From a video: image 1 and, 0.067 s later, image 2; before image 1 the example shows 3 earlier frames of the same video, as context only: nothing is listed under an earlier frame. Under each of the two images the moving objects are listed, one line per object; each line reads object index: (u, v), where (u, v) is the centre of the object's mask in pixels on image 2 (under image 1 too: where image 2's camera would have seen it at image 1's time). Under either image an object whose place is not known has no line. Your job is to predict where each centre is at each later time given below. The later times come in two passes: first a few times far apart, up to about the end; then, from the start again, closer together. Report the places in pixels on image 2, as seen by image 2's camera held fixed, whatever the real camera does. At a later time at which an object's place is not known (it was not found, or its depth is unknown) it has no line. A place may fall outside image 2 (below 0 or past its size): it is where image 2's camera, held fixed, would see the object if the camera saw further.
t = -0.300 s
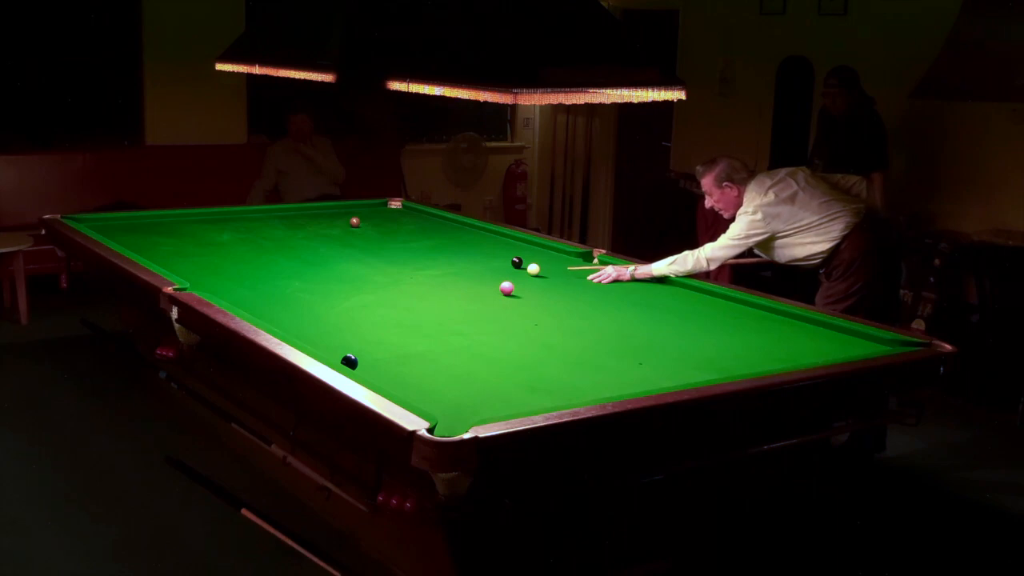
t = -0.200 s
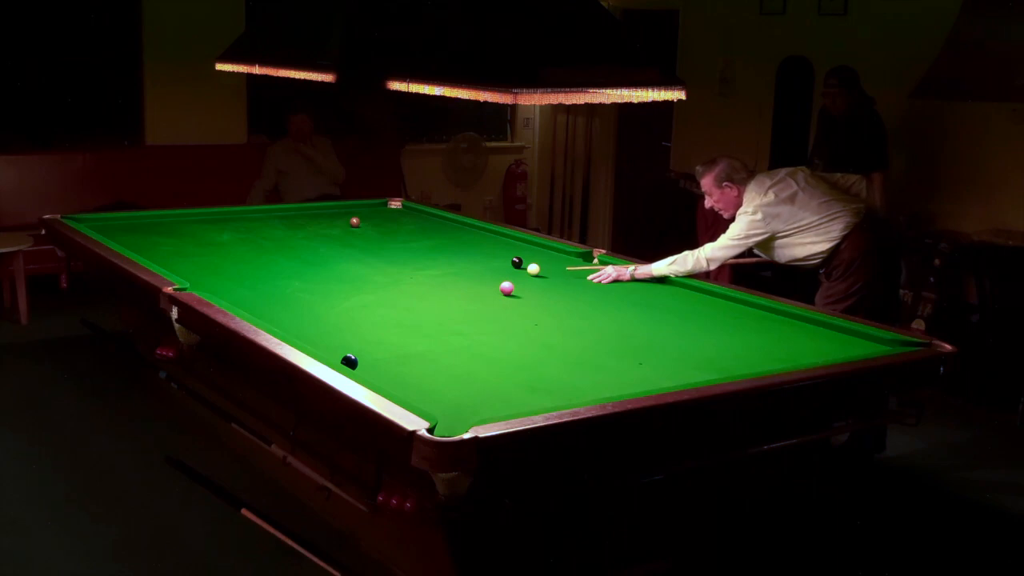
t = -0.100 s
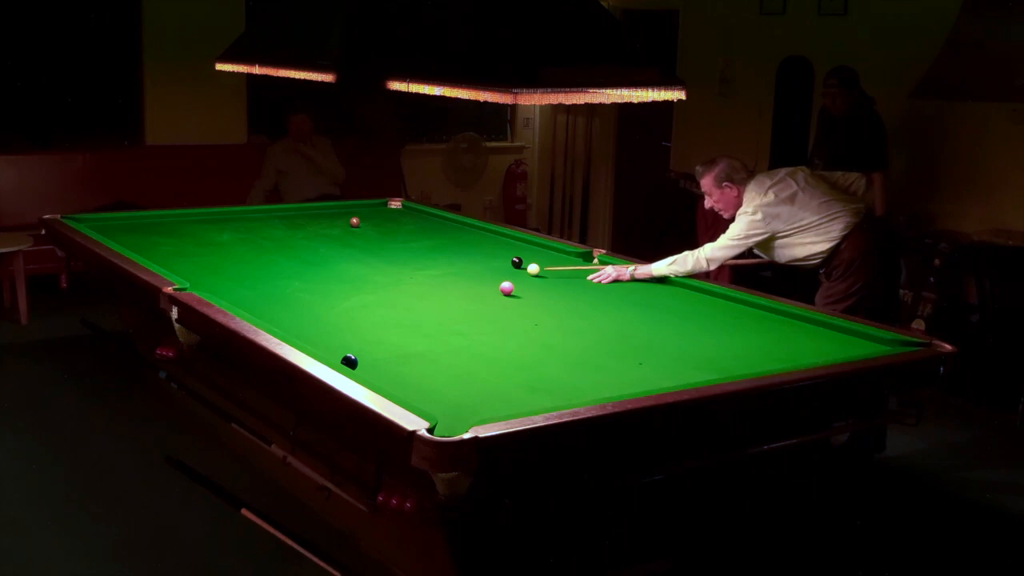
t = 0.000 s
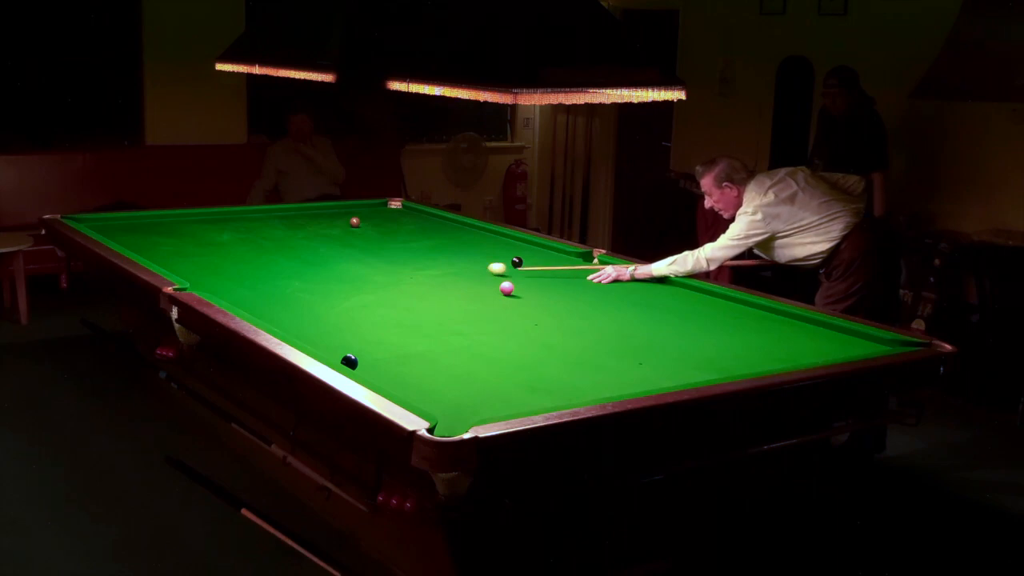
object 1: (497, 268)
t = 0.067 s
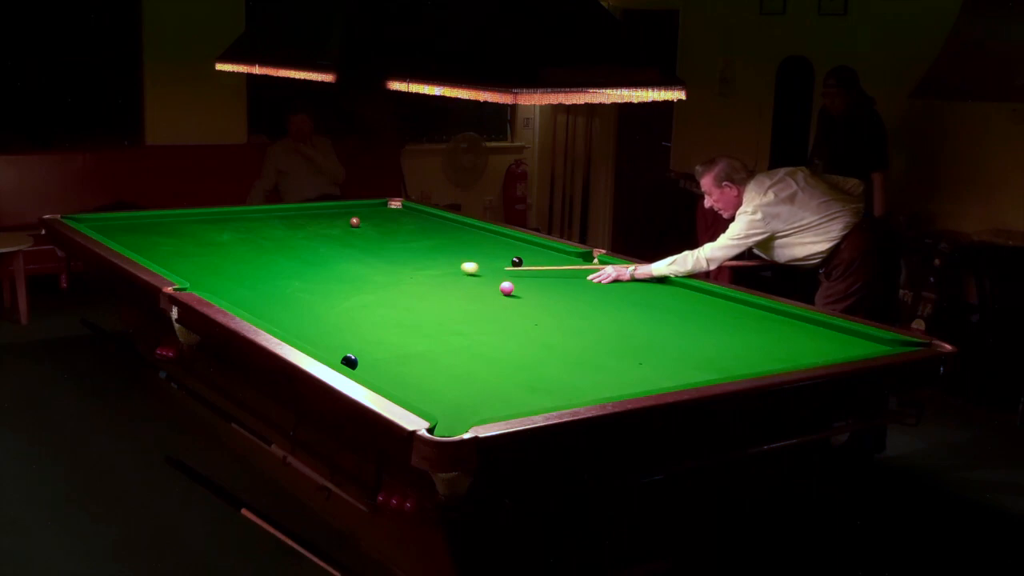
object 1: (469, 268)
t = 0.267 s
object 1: (393, 267)
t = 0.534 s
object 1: (289, 265)
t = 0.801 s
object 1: (186, 263)
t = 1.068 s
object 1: (187, 256)
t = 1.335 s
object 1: (223, 248)
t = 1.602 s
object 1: (255, 240)
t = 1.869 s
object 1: (284, 234)
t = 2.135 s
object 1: (310, 228)
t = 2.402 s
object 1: (334, 222)
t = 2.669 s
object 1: (356, 215)
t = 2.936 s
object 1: (375, 212)
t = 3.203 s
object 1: (393, 208)
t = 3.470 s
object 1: (393, 206)
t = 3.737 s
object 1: (372, 205)
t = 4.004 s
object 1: (356, 205)
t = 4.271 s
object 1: (347, 207)
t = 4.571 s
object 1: (338, 208)
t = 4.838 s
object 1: (330, 210)
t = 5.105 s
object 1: (324, 211)
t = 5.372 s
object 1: (317, 212)
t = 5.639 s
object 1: (311, 213)
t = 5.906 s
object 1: (306, 214)
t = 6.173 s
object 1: (301, 214)
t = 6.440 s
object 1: (297, 215)
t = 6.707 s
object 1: (293, 216)
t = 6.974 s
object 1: (290, 216)
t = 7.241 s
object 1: (288, 216)
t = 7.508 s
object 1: (287, 216)
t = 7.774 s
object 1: (287, 216)
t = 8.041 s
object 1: (287, 216)
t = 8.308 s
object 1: (287, 216)
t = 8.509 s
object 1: (287, 216)
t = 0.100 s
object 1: (457, 268)
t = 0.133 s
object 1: (444, 268)
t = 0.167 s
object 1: (431, 267)
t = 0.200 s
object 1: (418, 267)
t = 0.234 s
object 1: (406, 267)
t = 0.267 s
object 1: (393, 267)
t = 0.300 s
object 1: (380, 267)
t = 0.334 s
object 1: (367, 266)
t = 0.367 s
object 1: (354, 266)
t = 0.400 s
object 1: (341, 266)
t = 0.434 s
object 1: (328, 266)
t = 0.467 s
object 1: (315, 266)
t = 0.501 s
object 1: (302, 265)
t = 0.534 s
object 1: (289, 265)
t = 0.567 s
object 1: (276, 265)
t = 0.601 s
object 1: (264, 264)
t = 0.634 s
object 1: (251, 264)
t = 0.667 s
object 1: (238, 264)
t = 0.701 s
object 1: (225, 264)
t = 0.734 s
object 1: (212, 263)
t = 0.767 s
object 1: (199, 263)
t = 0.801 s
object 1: (186, 263)
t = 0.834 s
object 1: (173, 263)
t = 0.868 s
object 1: (161, 262)
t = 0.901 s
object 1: (156, 261)
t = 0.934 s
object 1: (164, 260)
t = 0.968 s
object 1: (171, 259)
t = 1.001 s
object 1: (177, 258)
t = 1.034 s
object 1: (182, 257)
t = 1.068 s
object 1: (187, 256)
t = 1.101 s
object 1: (192, 255)
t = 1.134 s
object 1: (196, 254)
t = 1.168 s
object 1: (201, 253)
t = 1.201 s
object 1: (205, 252)
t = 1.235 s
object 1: (210, 251)
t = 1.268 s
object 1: (214, 250)
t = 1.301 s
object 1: (219, 249)
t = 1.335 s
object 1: (223, 248)
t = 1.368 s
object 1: (227, 247)
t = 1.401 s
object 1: (231, 246)
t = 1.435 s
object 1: (235, 245)
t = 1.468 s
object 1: (239, 244)
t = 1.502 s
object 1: (243, 243)
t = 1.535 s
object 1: (247, 242)
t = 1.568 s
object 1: (251, 241)
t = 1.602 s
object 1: (255, 240)
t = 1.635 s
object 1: (259, 239)
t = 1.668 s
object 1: (263, 238)
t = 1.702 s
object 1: (266, 238)
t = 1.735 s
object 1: (270, 237)
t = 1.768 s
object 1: (274, 236)
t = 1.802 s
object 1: (277, 235)
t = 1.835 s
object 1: (281, 234)
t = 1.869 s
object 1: (284, 234)
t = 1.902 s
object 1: (288, 233)
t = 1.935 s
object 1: (291, 232)
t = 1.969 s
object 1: (294, 231)
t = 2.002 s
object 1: (298, 230)
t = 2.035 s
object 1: (301, 230)
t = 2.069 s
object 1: (304, 229)
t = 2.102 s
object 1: (307, 228)
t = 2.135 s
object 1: (310, 228)
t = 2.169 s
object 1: (314, 227)
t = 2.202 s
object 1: (317, 226)
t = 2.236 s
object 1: (320, 225)
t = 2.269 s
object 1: (323, 225)
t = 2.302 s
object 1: (326, 224)
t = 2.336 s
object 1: (329, 223)
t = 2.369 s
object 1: (331, 223)
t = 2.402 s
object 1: (334, 222)
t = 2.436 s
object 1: (337, 221)
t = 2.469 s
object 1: (340, 221)
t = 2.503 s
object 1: (343, 220)
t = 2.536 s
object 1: (345, 219)
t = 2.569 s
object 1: (347, 218)
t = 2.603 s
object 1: (350, 217)
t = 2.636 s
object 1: (352, 216)
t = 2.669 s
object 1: (356, 215)
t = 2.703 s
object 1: (359, 216)
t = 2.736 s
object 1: (361, 215)
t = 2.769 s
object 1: (363, 215)
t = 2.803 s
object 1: (366, 215)
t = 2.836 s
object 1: (368, 214)
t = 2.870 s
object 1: (371, 213)
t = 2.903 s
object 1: (373, 213)
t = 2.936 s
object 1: (375, 212)
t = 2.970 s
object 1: (378, 212)
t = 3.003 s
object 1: (380, 212)
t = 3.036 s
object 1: (382, 211)
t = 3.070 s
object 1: (385, 211)
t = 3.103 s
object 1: (387, 210)
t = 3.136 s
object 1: (389, 209)
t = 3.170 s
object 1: (391, 209)
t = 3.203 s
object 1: (393, 208)
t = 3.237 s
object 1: (395, 208)
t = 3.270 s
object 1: (397, 207)
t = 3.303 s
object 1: (400, 207)
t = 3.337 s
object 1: (402, 206)
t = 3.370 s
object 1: (402, 206)
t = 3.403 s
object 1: (399, 206)
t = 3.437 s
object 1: (396, 206)
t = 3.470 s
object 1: (393, 206)
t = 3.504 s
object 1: (390, 206)
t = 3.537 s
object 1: (388, 206)
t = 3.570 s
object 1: (385, 206)
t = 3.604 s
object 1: (382, 206)
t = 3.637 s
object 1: (380, 205)
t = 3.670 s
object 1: (377, 205)
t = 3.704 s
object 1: (375, 205)
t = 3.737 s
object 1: (372, 205)
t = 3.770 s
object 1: (369, 205)
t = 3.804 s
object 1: (367, 205)
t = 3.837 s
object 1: (364, 205)
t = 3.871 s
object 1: (362, 205)
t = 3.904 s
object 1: (360, 205)
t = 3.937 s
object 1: (358, 205)
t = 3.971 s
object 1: (357, 205)
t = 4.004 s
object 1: (356, 205)
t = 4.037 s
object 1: (355, 205)
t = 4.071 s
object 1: (354, 206)
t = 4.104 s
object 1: (352, 206)
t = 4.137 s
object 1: (351, 206)
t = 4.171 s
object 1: (350, 206)
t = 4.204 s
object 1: (349, 206)
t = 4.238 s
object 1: (348, 206)
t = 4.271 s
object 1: (347, 207)
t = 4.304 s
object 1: (346, 207)
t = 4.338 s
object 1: (345, 207)
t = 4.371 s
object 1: (344, 207)
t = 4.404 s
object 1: (343, 207)
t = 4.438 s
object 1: (342, 208)
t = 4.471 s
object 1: (341, 208)
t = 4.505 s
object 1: (340, 208)
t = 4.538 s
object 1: (339, 208)
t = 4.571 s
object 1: (338, 208)
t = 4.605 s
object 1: (337, 208)
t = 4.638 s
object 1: (336, 209)
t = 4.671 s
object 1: (335, 209)
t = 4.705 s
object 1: (334, 209)
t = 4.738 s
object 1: (333, 209)
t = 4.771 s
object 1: (332, 209)
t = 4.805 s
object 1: (331, 209)
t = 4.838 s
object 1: (330, 210)
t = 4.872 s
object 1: (330, 210)
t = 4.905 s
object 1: (329, 210)
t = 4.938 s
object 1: (328, 210)
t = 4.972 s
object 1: (327, 210)
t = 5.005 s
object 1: (326, 210)
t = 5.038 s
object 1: (325, 211)
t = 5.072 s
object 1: (325, 211)
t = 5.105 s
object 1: (324, 211)
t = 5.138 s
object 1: (323, 211)
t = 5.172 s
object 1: (322, 211)
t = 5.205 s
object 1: (321, 211)
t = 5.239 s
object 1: (320, 211)
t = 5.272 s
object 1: (319, 212)
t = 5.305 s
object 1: (319, 212)
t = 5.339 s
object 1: (318, 212)
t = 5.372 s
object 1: (317, 212)
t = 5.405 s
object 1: (316, 212)
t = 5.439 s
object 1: (316, 212)
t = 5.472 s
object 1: (315, 212)
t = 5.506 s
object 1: (314, 212)
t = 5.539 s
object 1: (313, 213)
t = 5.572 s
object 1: (313, 213)
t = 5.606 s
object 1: (312, 213)
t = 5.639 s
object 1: (311, 213)
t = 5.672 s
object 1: (310, 213)
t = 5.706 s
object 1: (310, 213)
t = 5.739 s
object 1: (309, 213)
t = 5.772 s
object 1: (308, 213)
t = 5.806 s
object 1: (308, 213)
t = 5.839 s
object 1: (307, 214)
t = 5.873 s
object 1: (306, 214)
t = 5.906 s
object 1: (306, 214)
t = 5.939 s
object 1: (305, 214)
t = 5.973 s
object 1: (304, 214)
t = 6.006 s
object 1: (304, 214)
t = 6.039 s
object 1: (303, 214)
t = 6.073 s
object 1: (303, 214)
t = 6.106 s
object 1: (302, 214)
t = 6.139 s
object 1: (302, 214)
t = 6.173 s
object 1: (301, 214)
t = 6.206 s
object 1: (300, 214)
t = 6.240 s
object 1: (300, 214)
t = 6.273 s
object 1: (299, 215)
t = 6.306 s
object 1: (299, 215)
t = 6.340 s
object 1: (298, 215)
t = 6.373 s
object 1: (298, 215)
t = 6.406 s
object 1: (297, 215)
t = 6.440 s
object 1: (297, 215)
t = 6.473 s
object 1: (296, 215)
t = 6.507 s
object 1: (296, 215)
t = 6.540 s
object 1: (296, 215)
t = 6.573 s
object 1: (295, 215)
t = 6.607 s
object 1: (295, 215)
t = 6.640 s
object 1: (294, 215)
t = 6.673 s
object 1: (294, 215)
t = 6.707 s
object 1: (293, 216)
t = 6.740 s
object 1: (293, 216)
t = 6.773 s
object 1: (292, 216)
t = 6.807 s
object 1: (292, 216)
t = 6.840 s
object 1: (292, 216)
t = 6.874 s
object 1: (291, 216)
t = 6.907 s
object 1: (291, 216)
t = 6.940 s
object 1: (291, 216)
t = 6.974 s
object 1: (290, 216)
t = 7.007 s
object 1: (290, 216)
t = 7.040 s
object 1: (290, 216)
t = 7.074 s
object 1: (290, 216)
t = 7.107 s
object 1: (289, 216)
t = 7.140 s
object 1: (289, 216)
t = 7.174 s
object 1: (289, 216)
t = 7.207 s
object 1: (288, 216)
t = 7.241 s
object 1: (288, 216)
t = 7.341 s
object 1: (288, 216)
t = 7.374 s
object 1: (288, 216)
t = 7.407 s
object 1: (287, 216)
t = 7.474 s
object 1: (287, 216)
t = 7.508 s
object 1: (287, 216)
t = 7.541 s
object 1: (287, 216)
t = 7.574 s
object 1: (287, 216)
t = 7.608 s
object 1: (287, 216)
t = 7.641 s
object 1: (287, 216)
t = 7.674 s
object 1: (287, 216)
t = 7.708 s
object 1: (287, 216)
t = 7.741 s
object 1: (287, 216)
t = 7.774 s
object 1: (287, 216)
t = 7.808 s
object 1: (287, 216)
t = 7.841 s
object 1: (287, 216)
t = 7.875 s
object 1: (287, 216)
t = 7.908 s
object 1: (287, 216)
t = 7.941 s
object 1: (287, 216)
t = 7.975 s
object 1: (287, 216)
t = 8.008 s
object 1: (287, 216)
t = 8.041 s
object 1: (287, 216)
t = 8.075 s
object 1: (287, 216)
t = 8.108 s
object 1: (287, 216)
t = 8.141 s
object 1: (287, 216)
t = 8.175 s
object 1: (287, 216)
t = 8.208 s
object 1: (287, 216)
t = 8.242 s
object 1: (287, 216)
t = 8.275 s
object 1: (287, 216)
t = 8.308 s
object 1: (287, 216)
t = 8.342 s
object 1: (287, 216)
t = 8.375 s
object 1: (287, 216)
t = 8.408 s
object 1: (287, 216)
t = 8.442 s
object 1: (287, 216)
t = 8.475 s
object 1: (287, 216)
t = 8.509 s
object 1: (287, 216)
